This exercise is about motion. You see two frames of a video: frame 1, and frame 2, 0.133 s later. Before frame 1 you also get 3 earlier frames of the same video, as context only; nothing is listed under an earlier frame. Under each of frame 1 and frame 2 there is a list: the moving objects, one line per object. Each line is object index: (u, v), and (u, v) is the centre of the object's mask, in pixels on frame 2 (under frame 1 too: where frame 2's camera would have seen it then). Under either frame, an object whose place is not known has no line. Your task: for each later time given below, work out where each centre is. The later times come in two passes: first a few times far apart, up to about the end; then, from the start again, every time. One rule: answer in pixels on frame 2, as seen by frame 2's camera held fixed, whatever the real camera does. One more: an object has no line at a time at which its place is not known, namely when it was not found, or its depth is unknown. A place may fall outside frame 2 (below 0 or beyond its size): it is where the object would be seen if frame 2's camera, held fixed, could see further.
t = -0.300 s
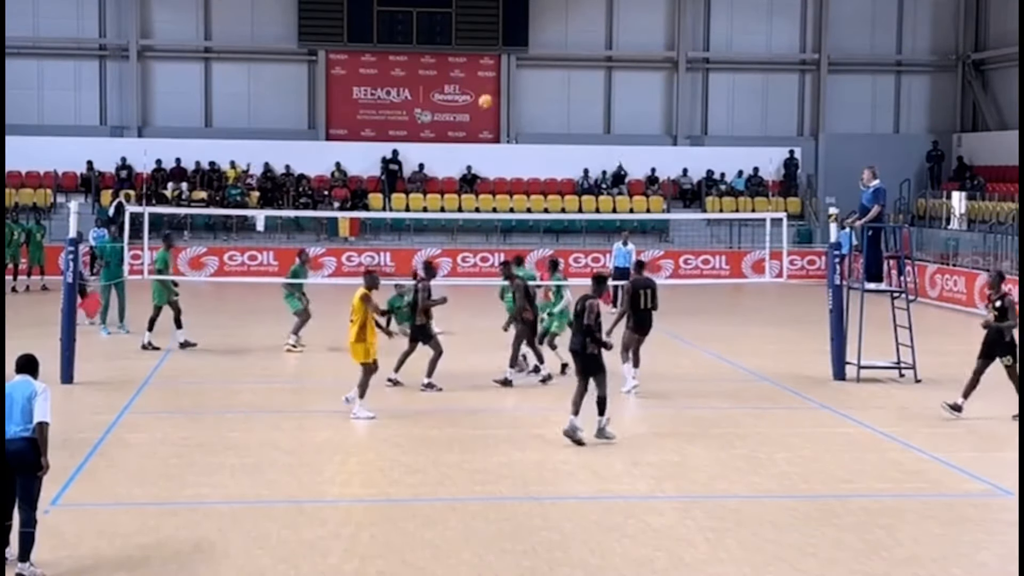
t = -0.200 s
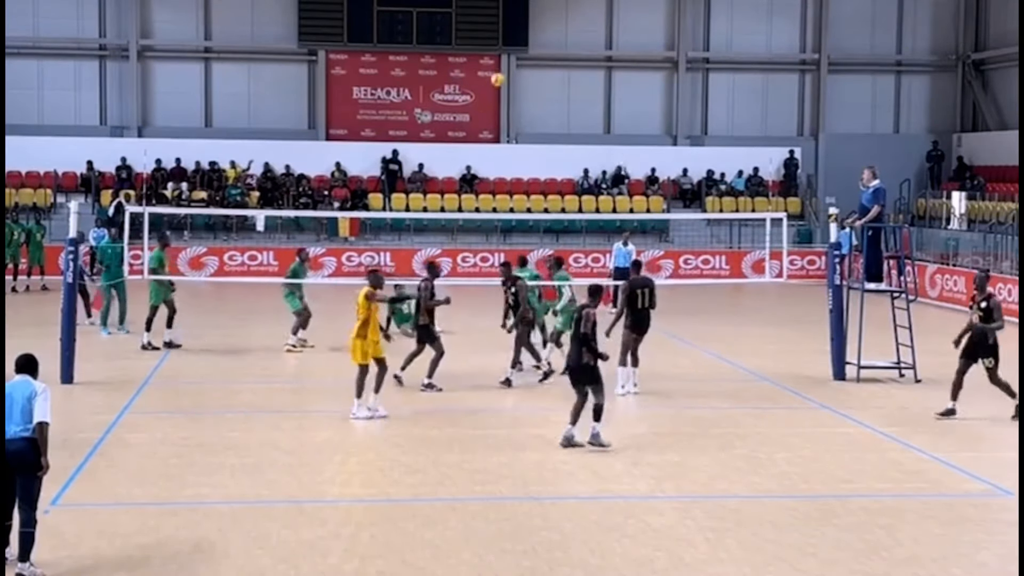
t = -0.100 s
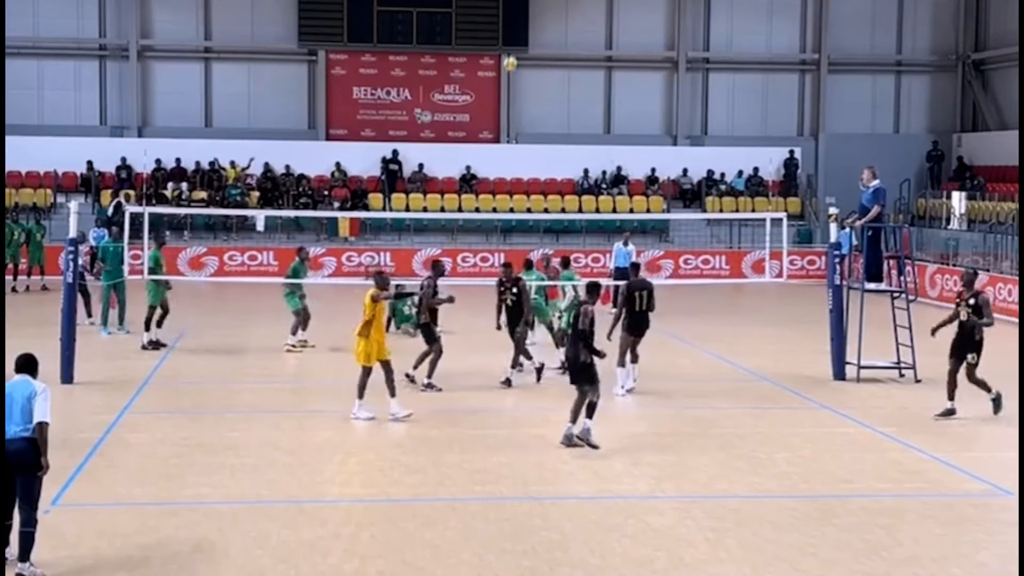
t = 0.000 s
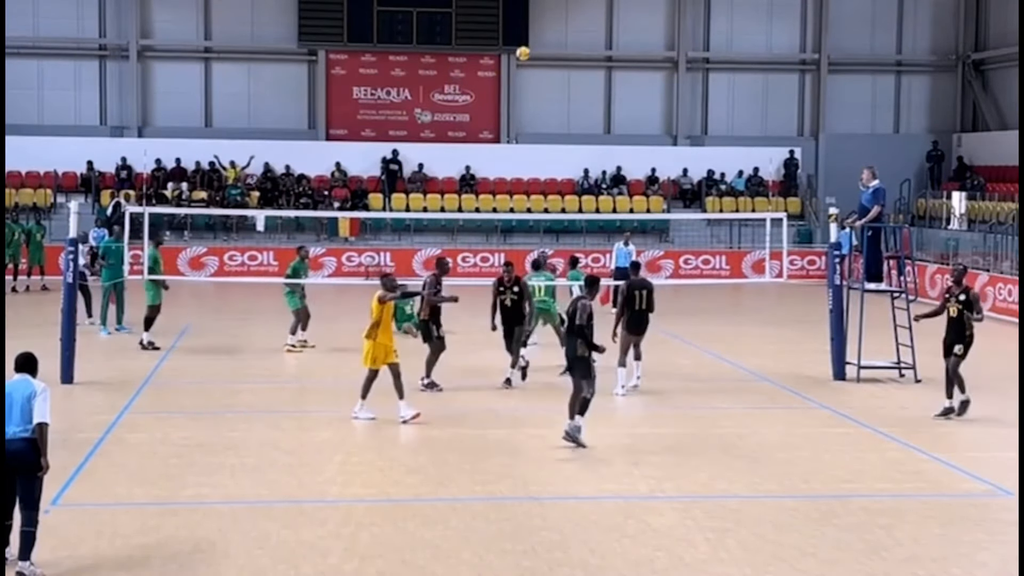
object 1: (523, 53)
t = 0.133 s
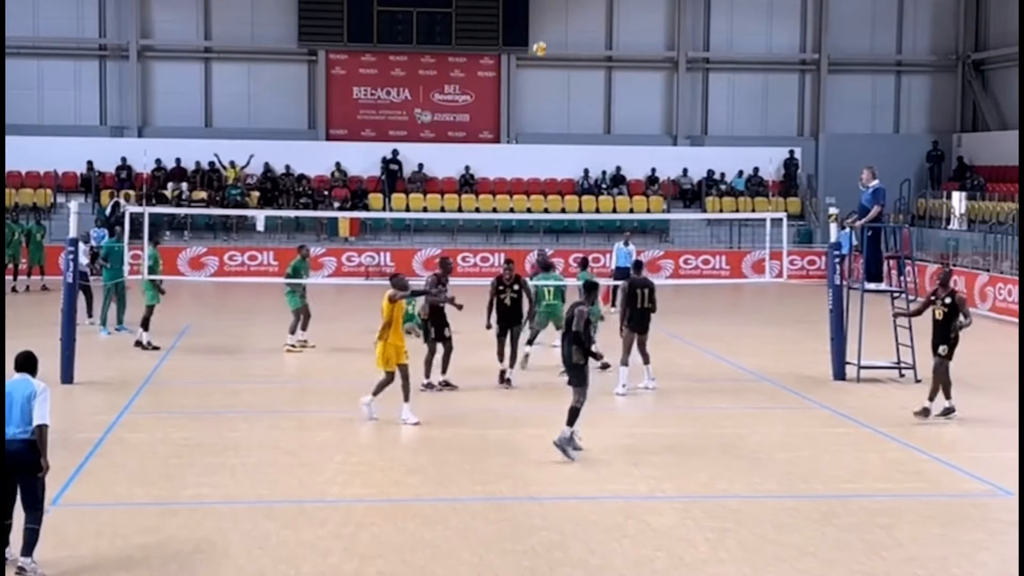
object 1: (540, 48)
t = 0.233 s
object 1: (552, 52)
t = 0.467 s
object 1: (582, 83)
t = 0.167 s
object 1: (544, 49)
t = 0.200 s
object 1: (548, 50)
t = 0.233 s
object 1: (552, 52)
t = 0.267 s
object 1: (557, 54)
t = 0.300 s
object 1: (561, 57)
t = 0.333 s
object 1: (565, 61)
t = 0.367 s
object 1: (570, 65)
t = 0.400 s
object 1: (574, 71)
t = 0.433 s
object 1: (578, 77)
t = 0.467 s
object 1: (582, 83)
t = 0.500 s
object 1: (587, 90)
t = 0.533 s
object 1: (592, 98)
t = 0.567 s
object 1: (596, 107)
